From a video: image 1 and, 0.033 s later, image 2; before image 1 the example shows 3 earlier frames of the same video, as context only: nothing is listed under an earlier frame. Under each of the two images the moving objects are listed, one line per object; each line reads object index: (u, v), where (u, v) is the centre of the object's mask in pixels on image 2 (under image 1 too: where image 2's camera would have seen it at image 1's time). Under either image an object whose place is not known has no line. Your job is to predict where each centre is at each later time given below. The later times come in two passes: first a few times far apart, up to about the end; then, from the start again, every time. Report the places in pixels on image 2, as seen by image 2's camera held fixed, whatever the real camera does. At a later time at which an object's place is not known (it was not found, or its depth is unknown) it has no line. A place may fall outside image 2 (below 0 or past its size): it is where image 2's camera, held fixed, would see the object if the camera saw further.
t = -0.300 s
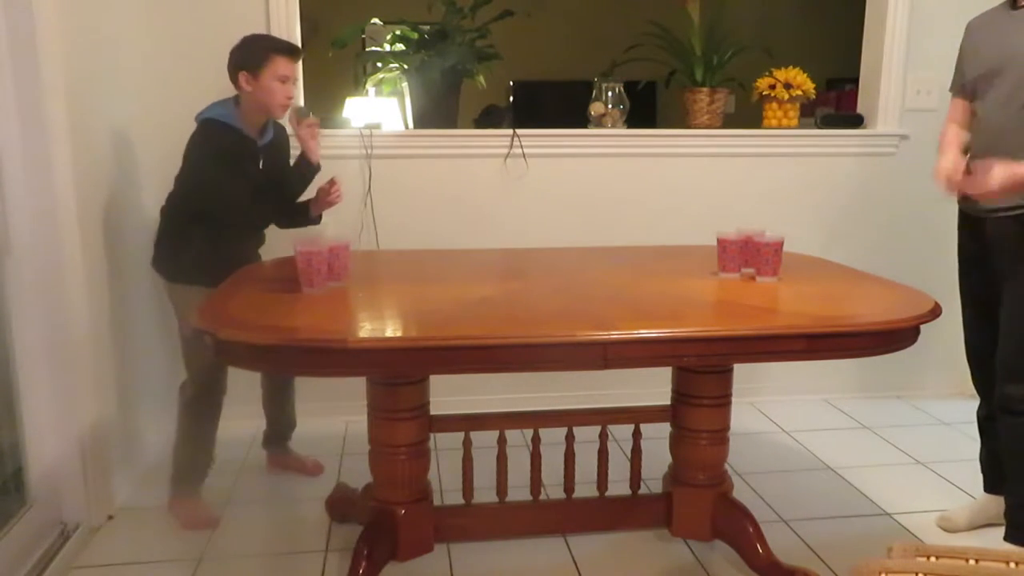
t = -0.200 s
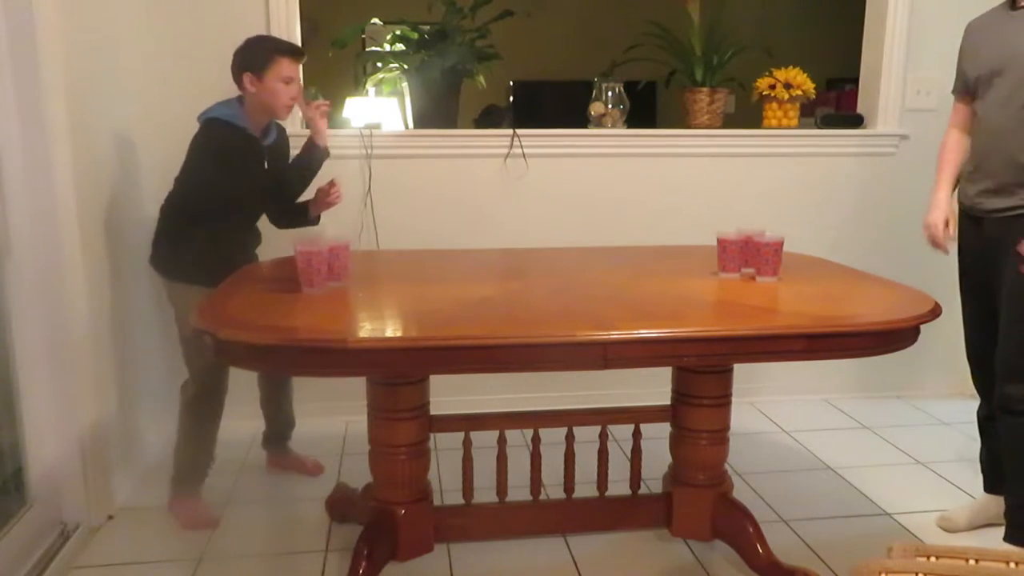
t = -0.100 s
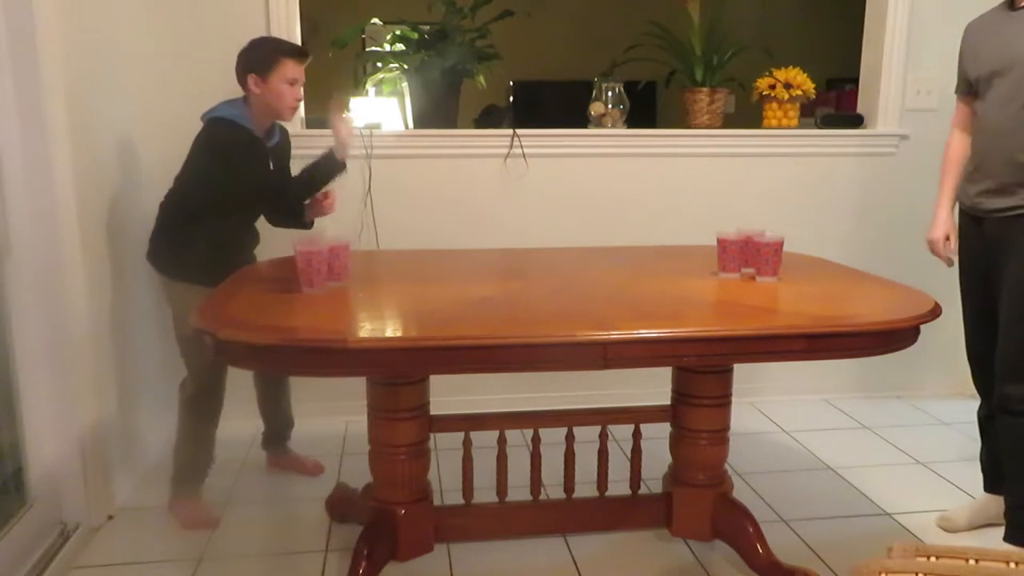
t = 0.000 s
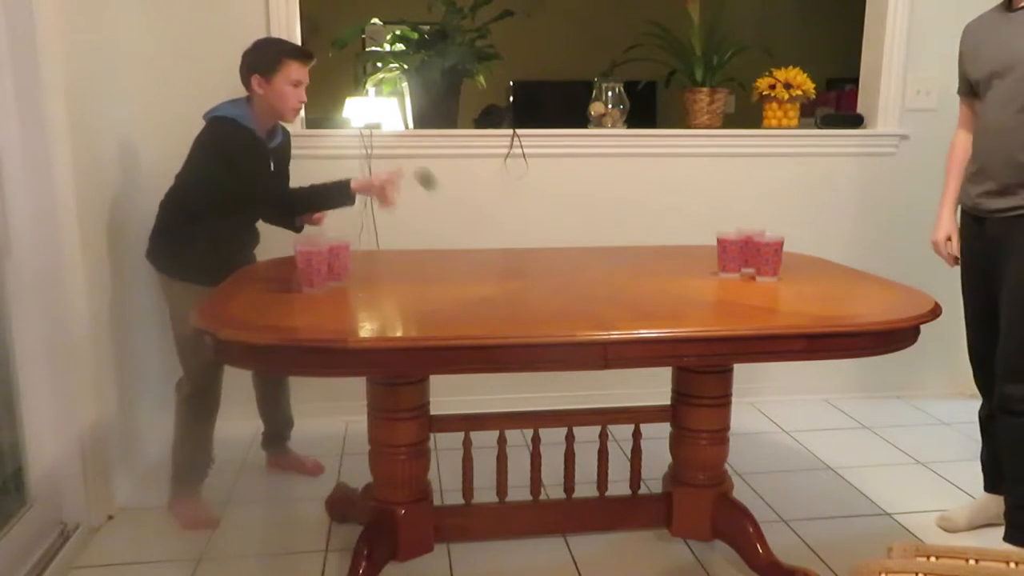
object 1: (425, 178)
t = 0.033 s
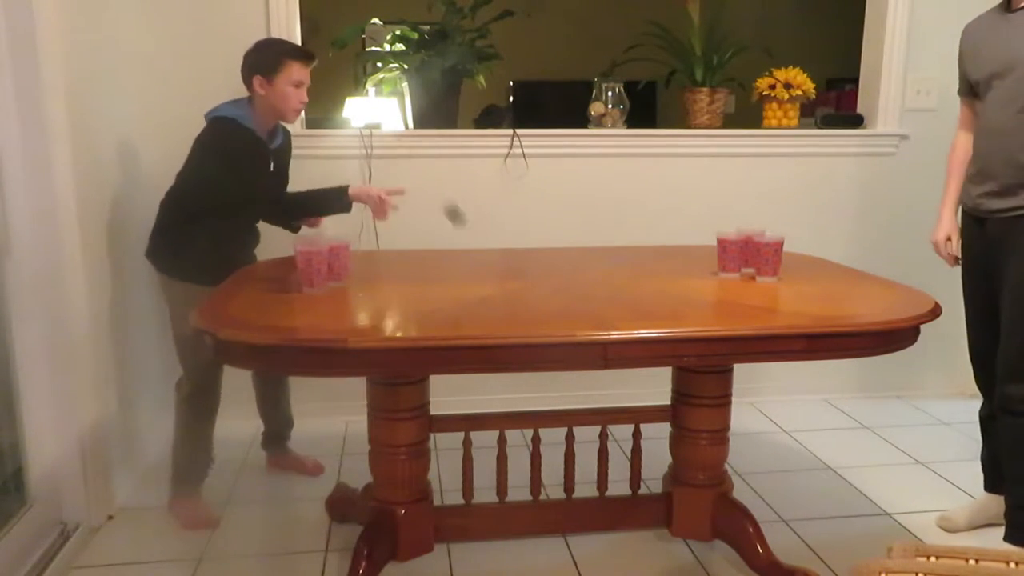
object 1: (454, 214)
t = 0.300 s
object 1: (610, 169)
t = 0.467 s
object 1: (705, 227)
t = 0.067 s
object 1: (481, 253)
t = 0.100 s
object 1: (500, 244)
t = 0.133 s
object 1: (518, 223)
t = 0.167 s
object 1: (534, 201)
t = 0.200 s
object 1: (553, 189)
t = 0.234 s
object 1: (572, 178)
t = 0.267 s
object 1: (590, 172)
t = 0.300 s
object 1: (610, 169)
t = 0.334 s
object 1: (629, 172)
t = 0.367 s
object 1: (648, 179)
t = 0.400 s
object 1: (666, 189)
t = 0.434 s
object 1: (686, 206)
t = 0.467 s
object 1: (705, 227)
